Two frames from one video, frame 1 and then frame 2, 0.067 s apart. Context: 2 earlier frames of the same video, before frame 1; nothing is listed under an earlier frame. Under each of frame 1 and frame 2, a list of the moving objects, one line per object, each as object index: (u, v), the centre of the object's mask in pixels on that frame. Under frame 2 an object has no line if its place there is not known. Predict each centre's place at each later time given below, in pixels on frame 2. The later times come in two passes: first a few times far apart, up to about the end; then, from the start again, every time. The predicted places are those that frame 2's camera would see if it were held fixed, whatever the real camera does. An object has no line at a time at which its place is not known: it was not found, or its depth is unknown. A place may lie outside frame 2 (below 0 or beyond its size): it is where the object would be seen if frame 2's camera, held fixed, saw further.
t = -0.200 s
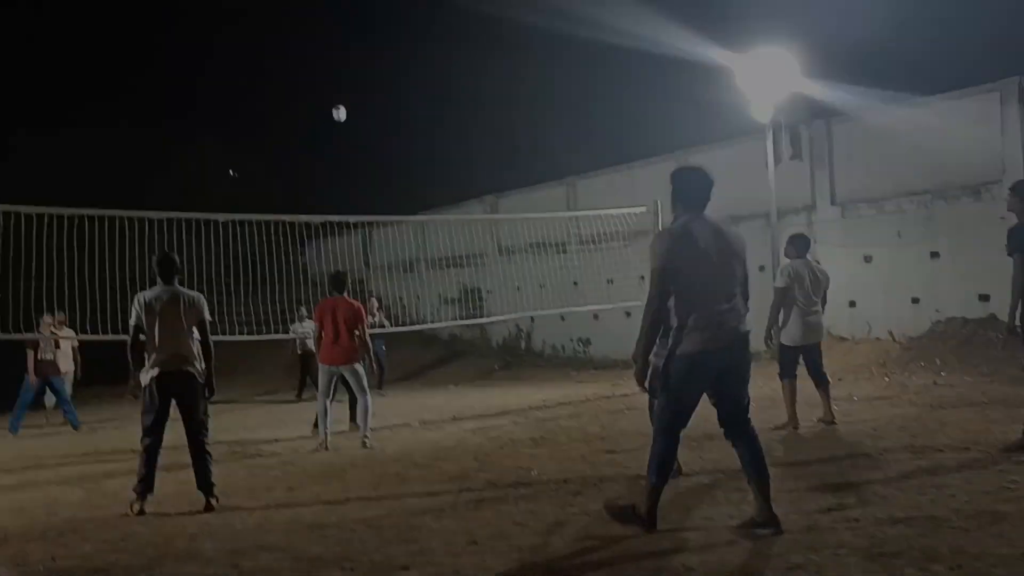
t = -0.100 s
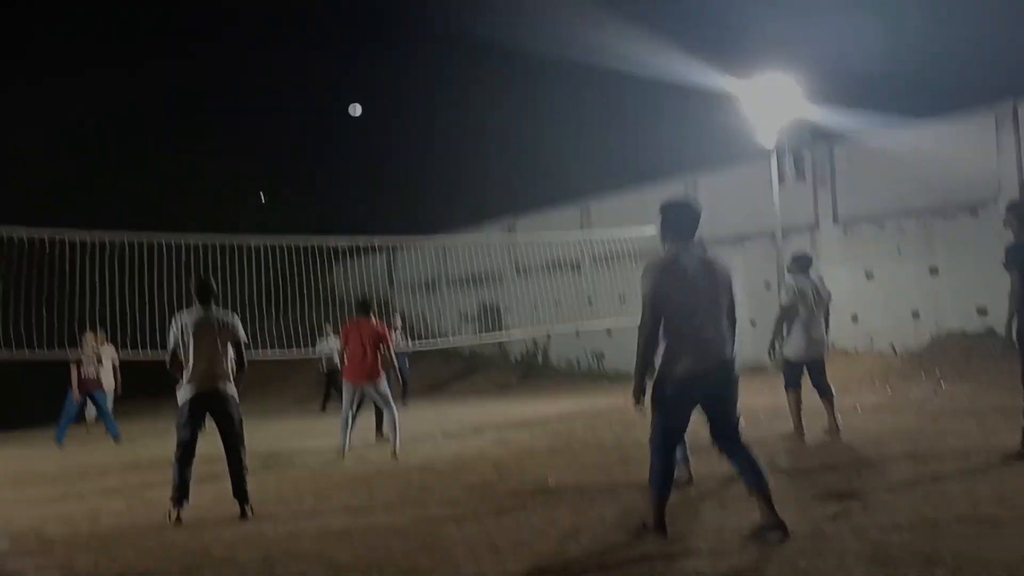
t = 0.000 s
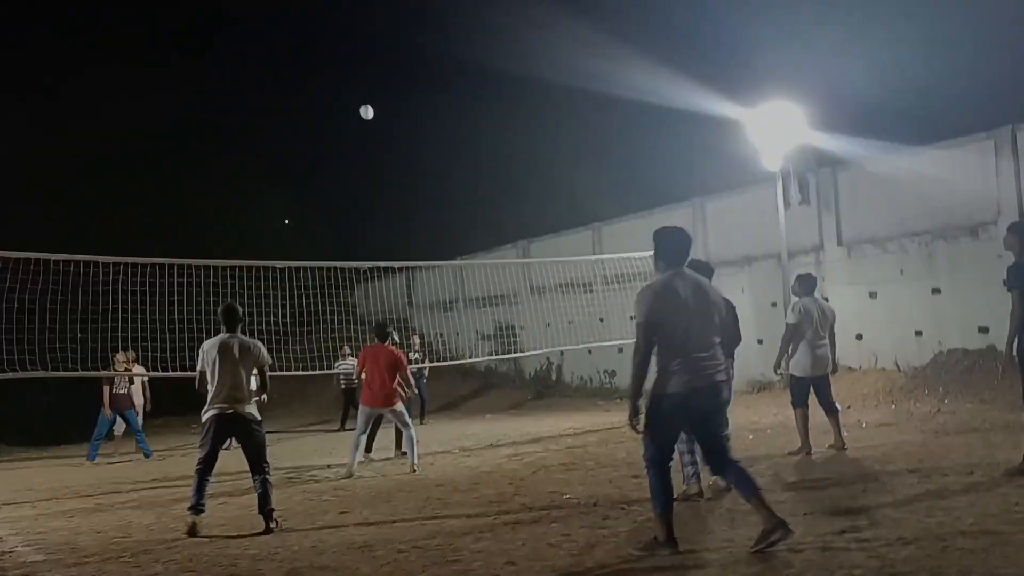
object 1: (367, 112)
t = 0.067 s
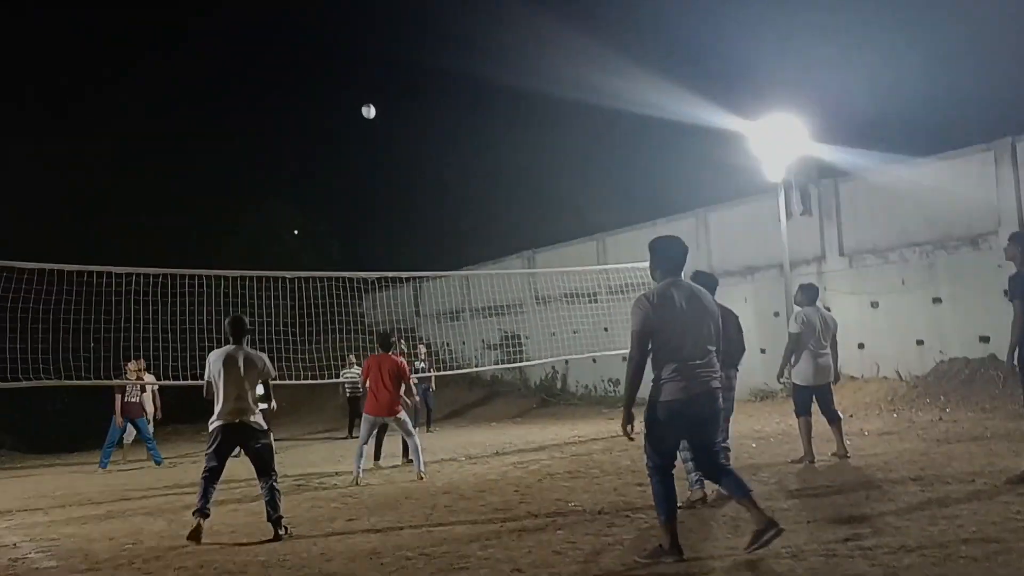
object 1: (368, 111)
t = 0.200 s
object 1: (362, 92)
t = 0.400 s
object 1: (348, 82)
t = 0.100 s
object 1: (366, 106)
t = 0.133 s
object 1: (364, 100)
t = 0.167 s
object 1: (363, 97)
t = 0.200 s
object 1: (362, 92)
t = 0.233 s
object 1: (360, 88)
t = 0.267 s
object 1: (358, 86)
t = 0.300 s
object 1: (356, 84)
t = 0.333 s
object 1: (353, 82)
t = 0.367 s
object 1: (350, 82)
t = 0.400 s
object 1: (348, 82)
